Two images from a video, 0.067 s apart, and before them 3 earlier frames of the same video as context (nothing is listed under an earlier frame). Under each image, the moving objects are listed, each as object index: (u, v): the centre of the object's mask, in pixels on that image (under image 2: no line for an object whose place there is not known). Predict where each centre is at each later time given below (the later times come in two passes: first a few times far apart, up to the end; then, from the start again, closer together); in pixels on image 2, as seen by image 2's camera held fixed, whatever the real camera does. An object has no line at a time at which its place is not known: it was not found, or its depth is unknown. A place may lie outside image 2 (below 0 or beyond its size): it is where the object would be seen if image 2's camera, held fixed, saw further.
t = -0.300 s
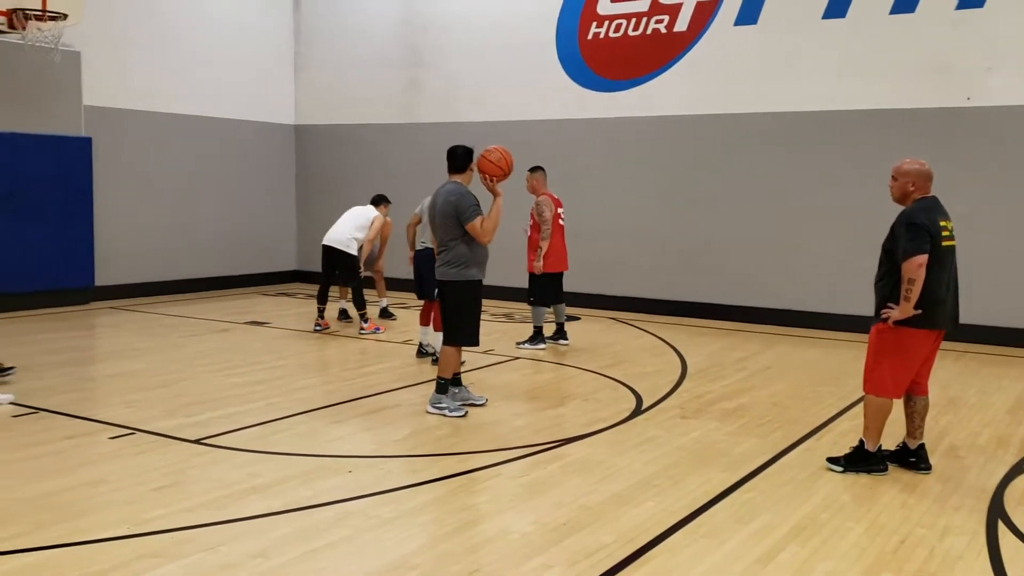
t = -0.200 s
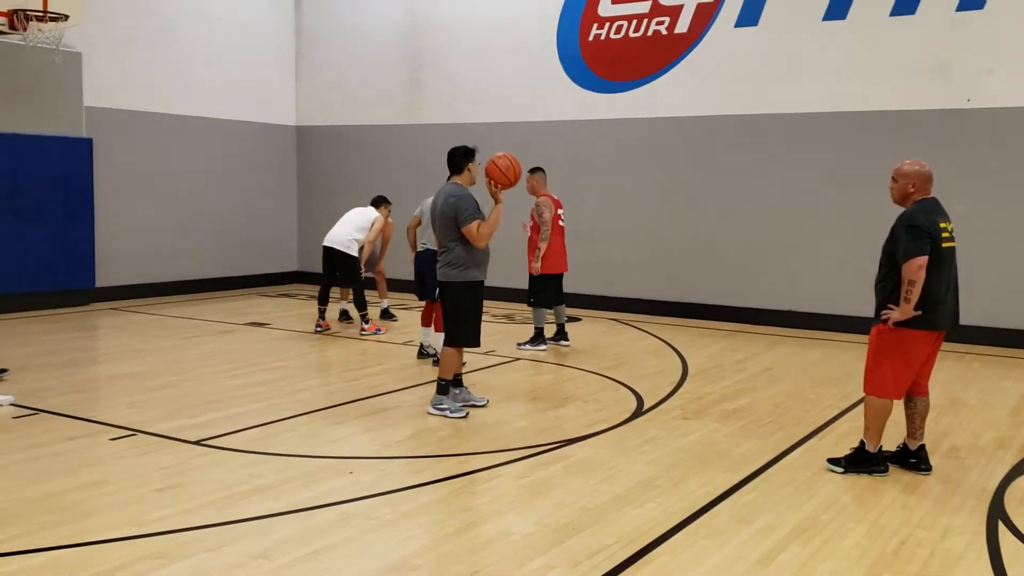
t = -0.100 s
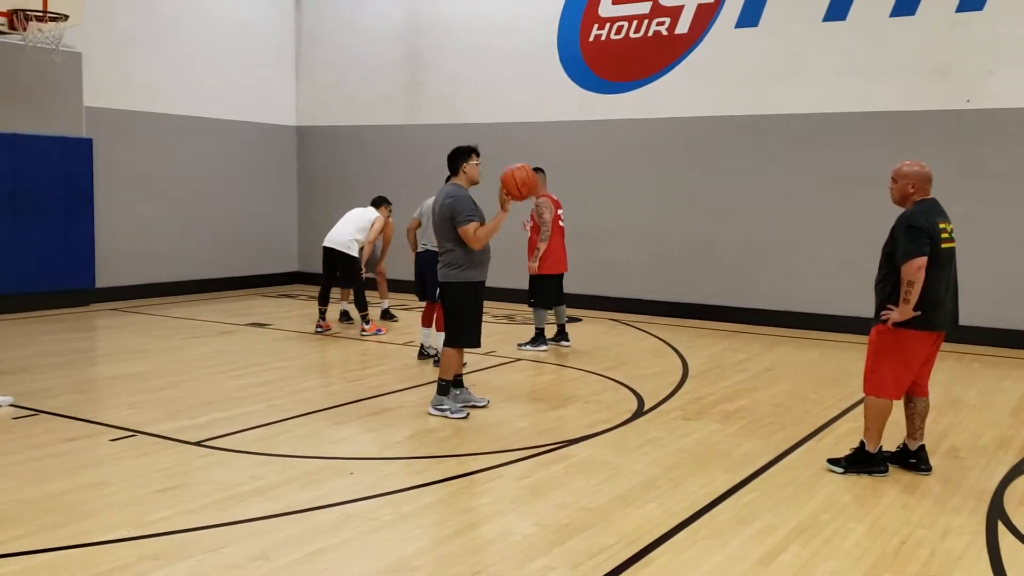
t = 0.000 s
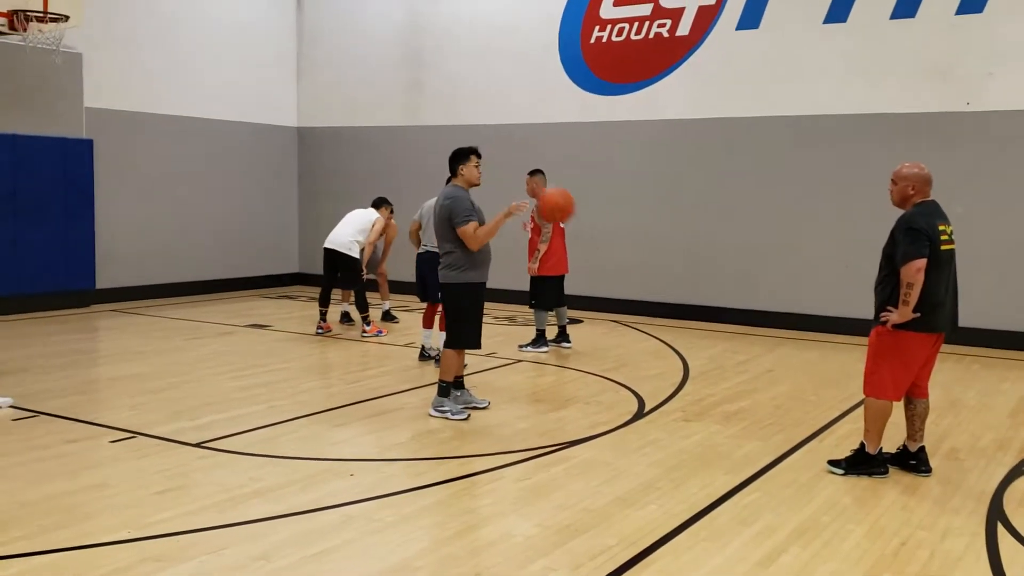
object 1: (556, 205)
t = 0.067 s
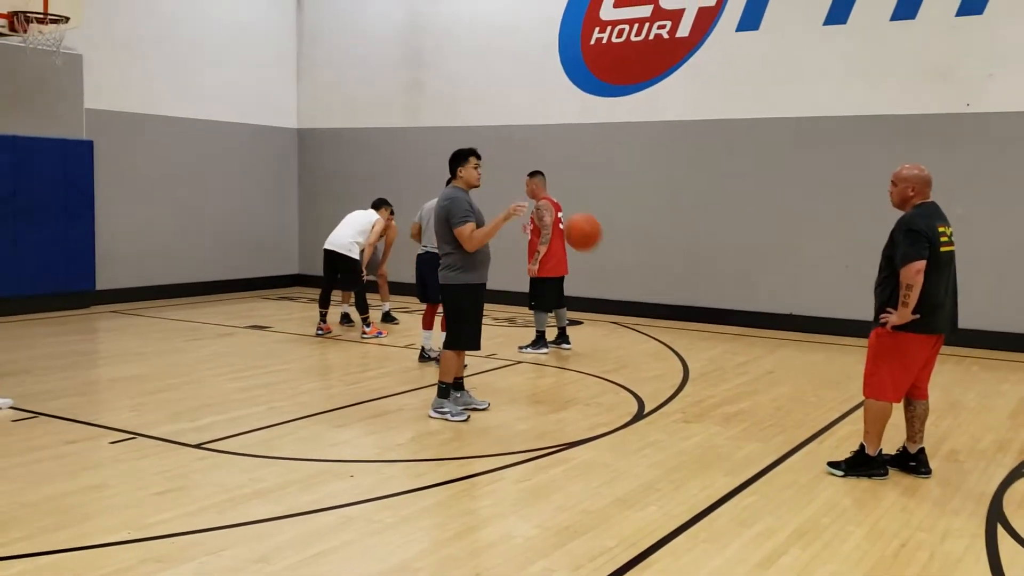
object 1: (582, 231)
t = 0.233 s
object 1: (650, 321)
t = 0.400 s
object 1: (713, 402)
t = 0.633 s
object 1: (778, 305)
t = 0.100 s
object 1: (597, 246)
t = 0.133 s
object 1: (610, 263)
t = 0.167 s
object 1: (624, 281)
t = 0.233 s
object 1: (650, 321)
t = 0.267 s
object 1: (664, 346)
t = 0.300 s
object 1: (678, 373)
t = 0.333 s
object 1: (692, 400)
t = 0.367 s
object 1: (704, 423)
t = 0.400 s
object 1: (713, 402)
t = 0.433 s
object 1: (723, 383)
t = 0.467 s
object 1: (732, 366)
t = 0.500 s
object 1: (742, 351)
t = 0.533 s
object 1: (751, 335)
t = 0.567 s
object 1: (760, 324)
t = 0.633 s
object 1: (778, 305)
